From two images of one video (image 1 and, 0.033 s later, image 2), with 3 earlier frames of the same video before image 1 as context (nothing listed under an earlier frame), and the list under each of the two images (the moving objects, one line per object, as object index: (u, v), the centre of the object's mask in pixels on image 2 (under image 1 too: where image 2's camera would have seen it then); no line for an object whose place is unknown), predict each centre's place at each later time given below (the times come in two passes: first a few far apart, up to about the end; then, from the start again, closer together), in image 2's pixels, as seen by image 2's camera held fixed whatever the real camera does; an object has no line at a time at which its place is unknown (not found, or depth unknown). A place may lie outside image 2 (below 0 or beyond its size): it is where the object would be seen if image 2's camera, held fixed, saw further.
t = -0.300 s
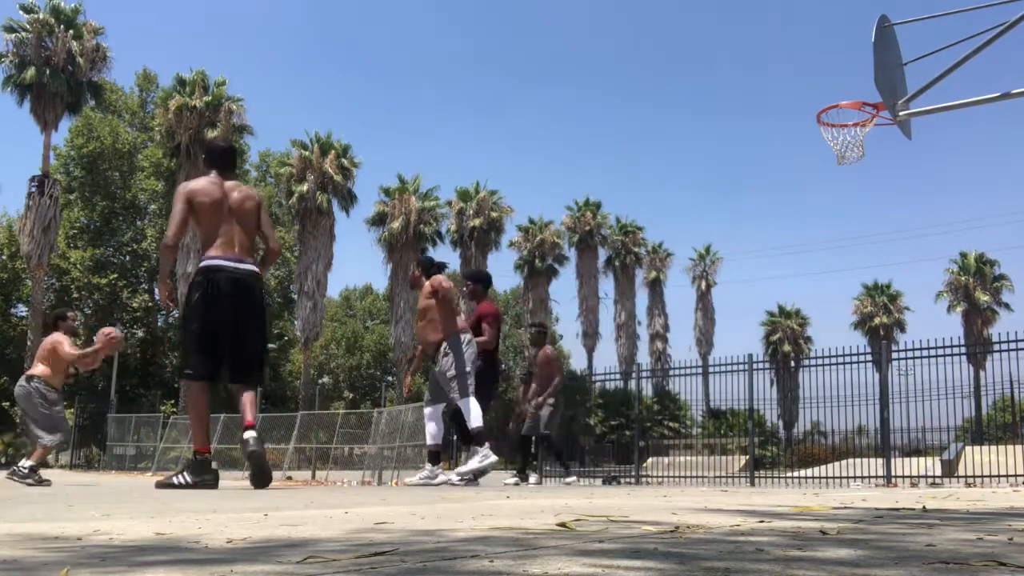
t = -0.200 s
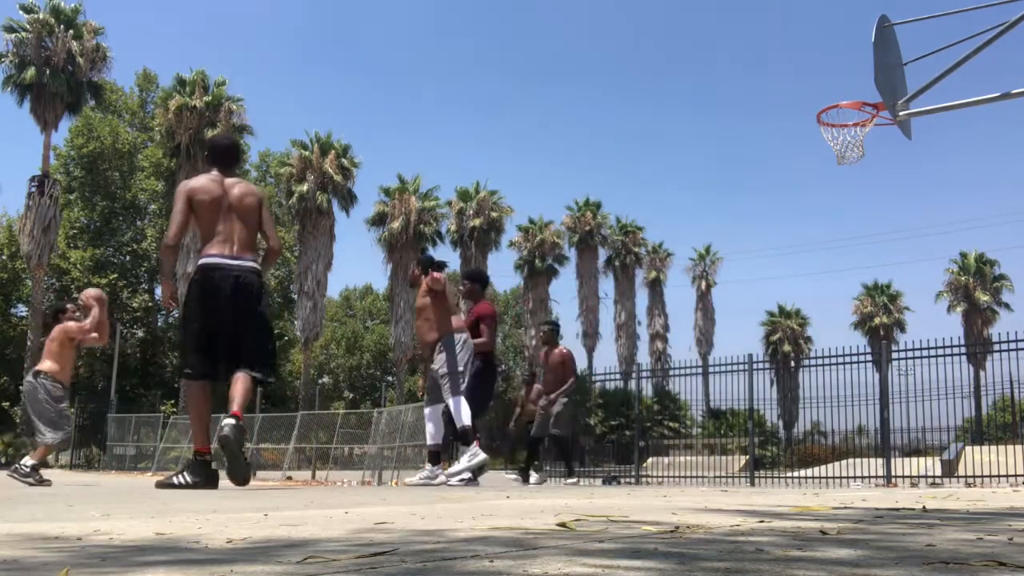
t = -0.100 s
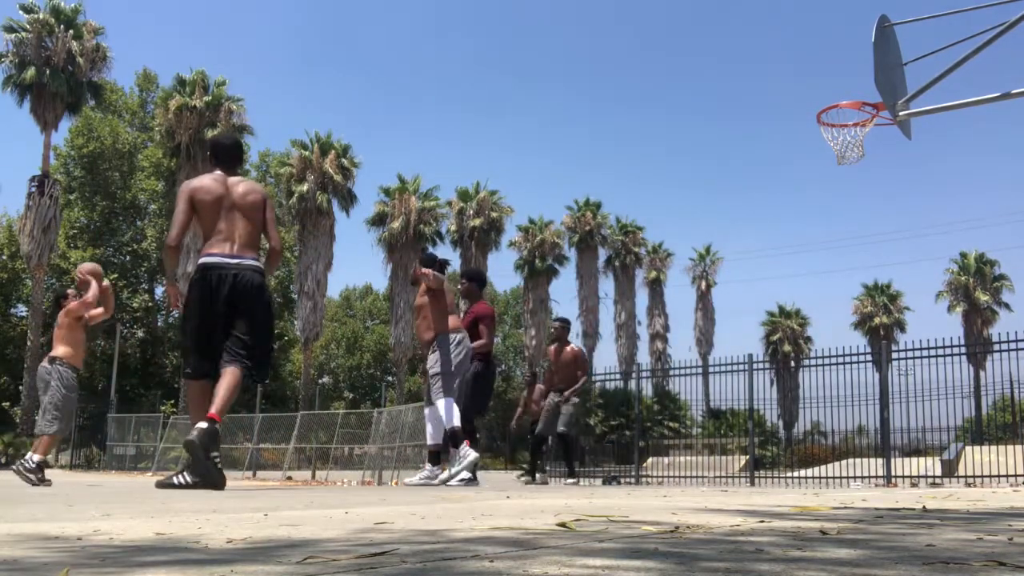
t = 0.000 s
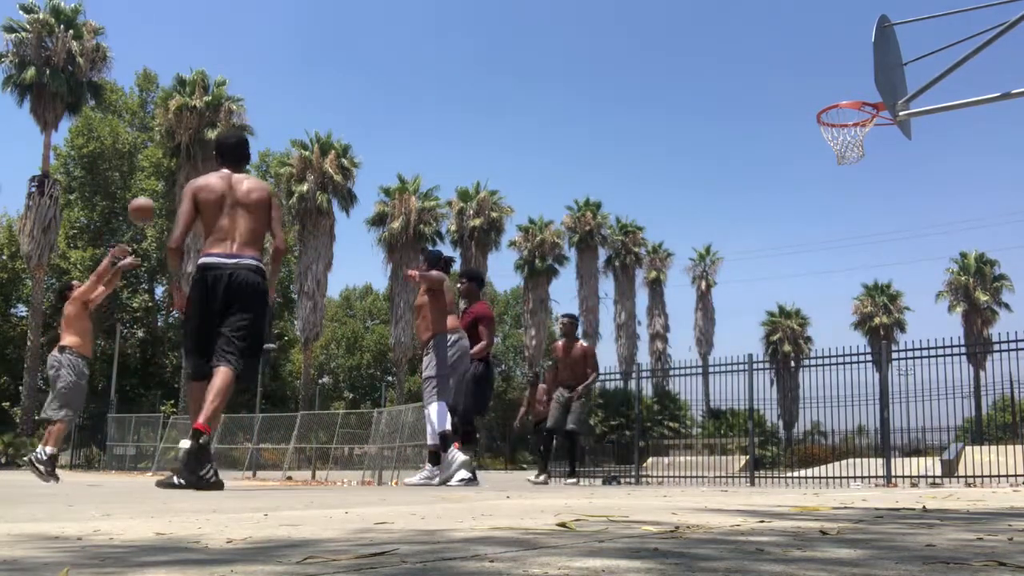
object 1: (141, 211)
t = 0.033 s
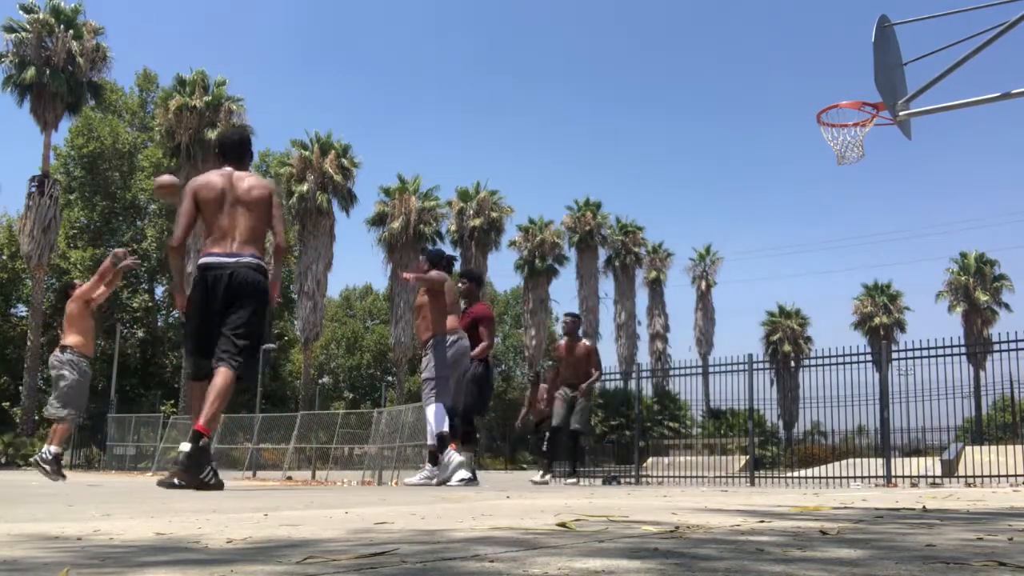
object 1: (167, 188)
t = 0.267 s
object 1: (330, 69)
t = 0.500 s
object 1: (487, 13)
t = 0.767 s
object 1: (664, 18)
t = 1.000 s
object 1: (821, 85)
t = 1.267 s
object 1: (829, 136)
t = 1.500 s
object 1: (854, 157)
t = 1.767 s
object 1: (886, 224)
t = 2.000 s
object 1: (917, 352)
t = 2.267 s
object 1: (943, 400)
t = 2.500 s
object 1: (956, 295)
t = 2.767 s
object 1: (976, 261)
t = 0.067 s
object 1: (190, 163)
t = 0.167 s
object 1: (262, 112)
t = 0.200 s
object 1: (285, 97)
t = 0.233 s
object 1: (307, 83)
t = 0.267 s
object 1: (330, 69)
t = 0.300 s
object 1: (353, 58)
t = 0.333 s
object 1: (376, 48)
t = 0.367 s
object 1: (398, 38)
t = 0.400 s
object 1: (420, 30)
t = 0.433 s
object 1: (443, 23)
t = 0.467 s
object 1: (465, 17)
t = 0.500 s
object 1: (487, 13)
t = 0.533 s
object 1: (510, 11)
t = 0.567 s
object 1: (532, 9)
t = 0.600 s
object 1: (554, 9)
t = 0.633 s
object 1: (576, 9)
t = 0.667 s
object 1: (598, 10)
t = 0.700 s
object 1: (620, 11)
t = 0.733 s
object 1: (642, 13)
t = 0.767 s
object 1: (664, 18)
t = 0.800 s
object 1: (687, 24)
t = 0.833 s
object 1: (709, 31)
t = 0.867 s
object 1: (731, 39)
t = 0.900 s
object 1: (753, 49)
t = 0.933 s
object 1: (776, 60)
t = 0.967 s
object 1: (798, 71)
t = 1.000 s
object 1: (821, 85)
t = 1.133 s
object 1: (825, 131)
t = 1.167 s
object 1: (823, 133)
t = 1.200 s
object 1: (824, 134)
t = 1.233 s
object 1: (826, 135)
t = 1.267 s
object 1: (829, 136)
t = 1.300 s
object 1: (830, 140)
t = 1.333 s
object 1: (834, 144)
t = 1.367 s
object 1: (837, 146)
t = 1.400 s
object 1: (842, 148)
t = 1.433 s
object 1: (846, 151)
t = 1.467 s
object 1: (850, 154)
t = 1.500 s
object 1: (854, 157)
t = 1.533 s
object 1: (858, 161)
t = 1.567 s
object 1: (862, 166)
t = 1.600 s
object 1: (866, 173)
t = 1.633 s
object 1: (869, 180)
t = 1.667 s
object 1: (873, 190)
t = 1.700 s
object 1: (878, 200)
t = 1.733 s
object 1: (881, 212)
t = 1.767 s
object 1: (886, 224)
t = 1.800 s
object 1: (890, 239)
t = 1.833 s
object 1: (895, 254)
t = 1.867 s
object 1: (899, 271)
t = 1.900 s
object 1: (903, 290)
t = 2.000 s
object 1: (917, 352)
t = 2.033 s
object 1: (921, 376)
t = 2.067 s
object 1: (926, 401)
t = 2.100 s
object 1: (931, 427)
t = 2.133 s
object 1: (935, 454)
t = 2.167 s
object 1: (938, 469)
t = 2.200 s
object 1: (941, 444)
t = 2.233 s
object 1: (941, 421)
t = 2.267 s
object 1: (943, 400)
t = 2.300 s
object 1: (945, 380)
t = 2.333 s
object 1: (947, 362)
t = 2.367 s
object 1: (950, 346)
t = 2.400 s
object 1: (951, 331)
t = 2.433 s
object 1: (953, 318)
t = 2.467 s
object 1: (955, 305)
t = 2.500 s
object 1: (956, 295)
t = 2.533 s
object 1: (959, 286)
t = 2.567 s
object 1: (961, 279)
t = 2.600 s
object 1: (963, 271)
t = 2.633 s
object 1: (965, 266)
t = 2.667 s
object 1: (968, 263)
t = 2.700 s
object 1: (971, 261)
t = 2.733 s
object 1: (975, 259)
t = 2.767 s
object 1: (976, 261)
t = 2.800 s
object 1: (979, 262)
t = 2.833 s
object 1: (983, 265)
